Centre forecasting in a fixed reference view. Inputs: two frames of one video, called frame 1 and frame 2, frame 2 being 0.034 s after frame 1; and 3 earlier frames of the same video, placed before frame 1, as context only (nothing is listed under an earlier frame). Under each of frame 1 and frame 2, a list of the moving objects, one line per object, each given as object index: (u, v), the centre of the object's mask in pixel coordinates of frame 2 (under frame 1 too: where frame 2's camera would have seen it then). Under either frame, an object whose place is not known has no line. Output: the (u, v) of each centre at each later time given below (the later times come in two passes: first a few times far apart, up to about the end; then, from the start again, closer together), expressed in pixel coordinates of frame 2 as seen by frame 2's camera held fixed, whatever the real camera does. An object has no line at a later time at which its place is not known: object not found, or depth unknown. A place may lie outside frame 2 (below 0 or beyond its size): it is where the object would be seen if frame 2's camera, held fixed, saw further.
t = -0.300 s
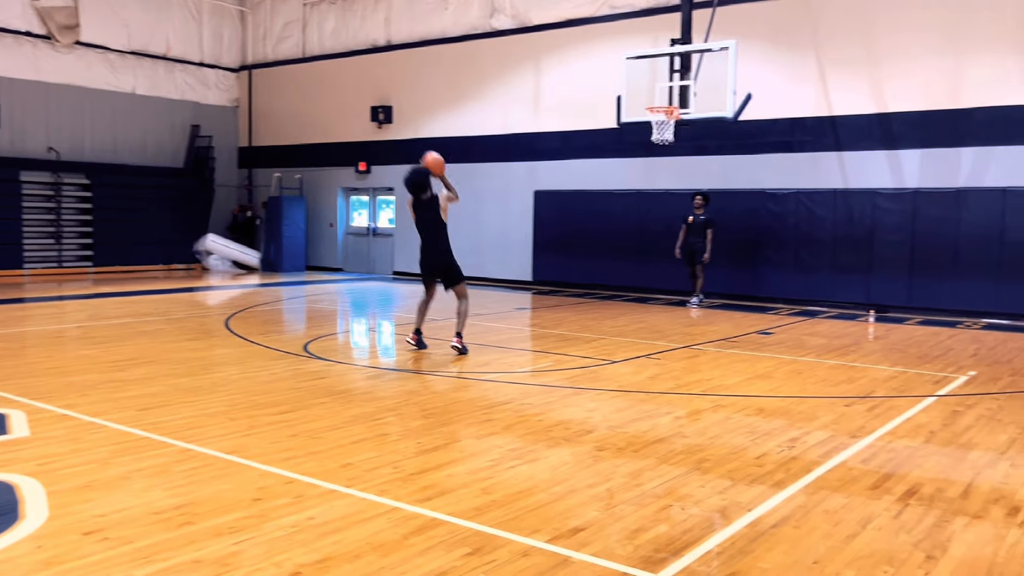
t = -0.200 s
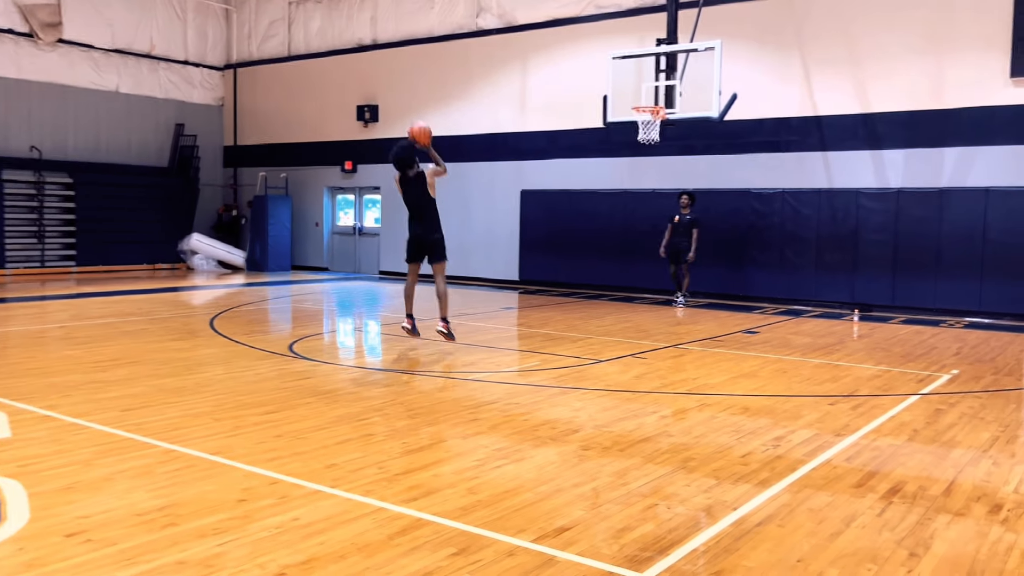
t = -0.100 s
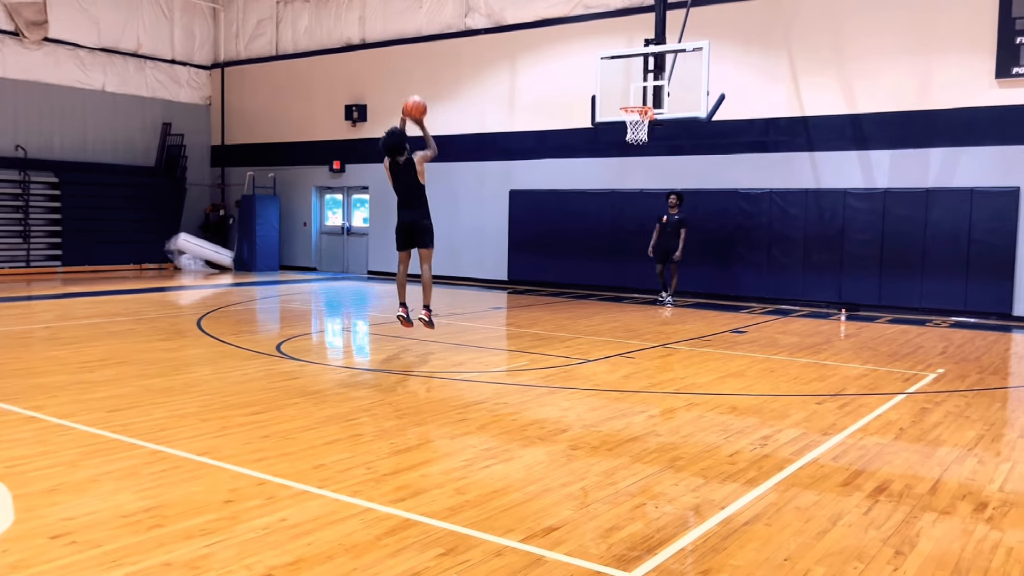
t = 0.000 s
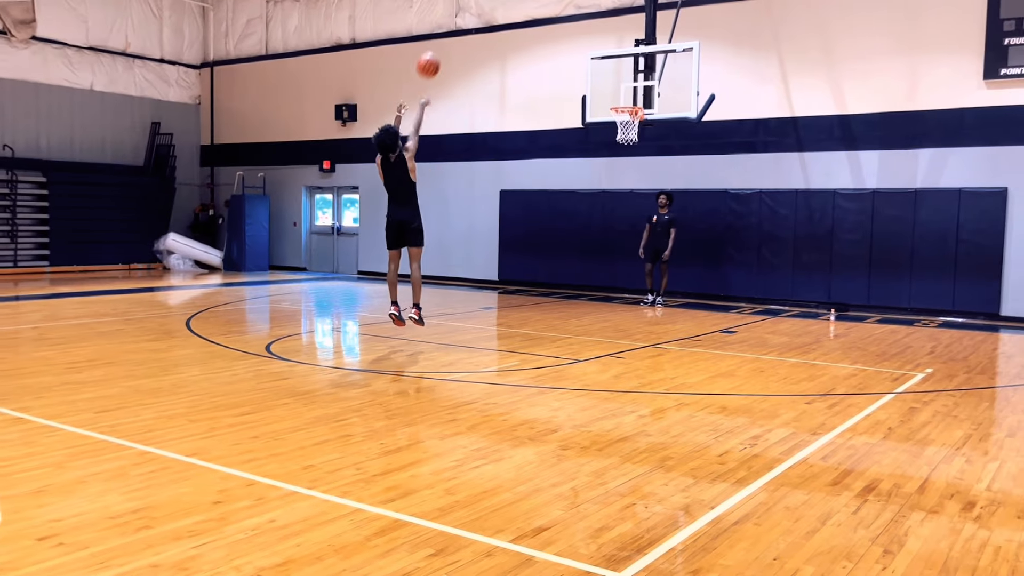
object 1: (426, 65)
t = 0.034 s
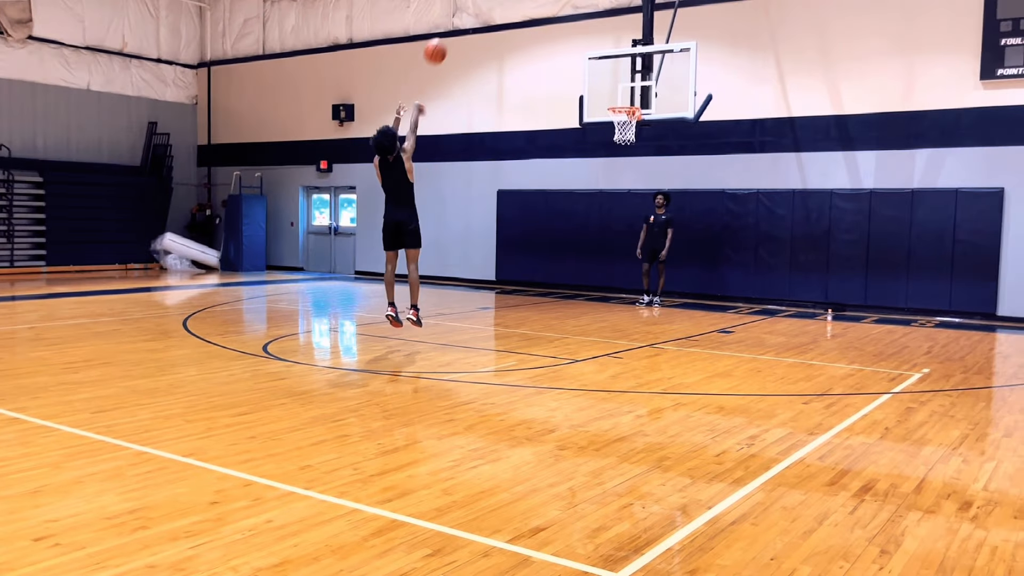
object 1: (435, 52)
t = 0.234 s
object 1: (487, 3)
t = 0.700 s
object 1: (580, 9)
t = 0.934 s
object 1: (614, 69)
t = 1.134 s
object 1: (633, 132)
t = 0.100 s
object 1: (453, 28)
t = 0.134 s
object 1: (462, 18)
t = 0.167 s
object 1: (471, 10)
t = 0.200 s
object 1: (479, 6)
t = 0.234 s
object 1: (487, 3)
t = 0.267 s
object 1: (495, 1)
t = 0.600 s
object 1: (562, -1)
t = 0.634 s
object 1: (568, 1)
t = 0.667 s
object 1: (574, 4)
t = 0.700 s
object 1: (580, 9)
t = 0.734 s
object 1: (585, 15)
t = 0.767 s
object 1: (589, 22)
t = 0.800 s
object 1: (595, 31)
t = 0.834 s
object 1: (600, 39)
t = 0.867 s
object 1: (605, 49)
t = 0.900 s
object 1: (610, 59)
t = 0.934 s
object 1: (614, 69)
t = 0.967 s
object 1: (618, 80)
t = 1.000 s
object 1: (622, 92)
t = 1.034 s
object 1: (627, 101)
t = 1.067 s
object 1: (630, 115)
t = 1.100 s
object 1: (633, 129)
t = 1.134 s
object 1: (633, 132)
